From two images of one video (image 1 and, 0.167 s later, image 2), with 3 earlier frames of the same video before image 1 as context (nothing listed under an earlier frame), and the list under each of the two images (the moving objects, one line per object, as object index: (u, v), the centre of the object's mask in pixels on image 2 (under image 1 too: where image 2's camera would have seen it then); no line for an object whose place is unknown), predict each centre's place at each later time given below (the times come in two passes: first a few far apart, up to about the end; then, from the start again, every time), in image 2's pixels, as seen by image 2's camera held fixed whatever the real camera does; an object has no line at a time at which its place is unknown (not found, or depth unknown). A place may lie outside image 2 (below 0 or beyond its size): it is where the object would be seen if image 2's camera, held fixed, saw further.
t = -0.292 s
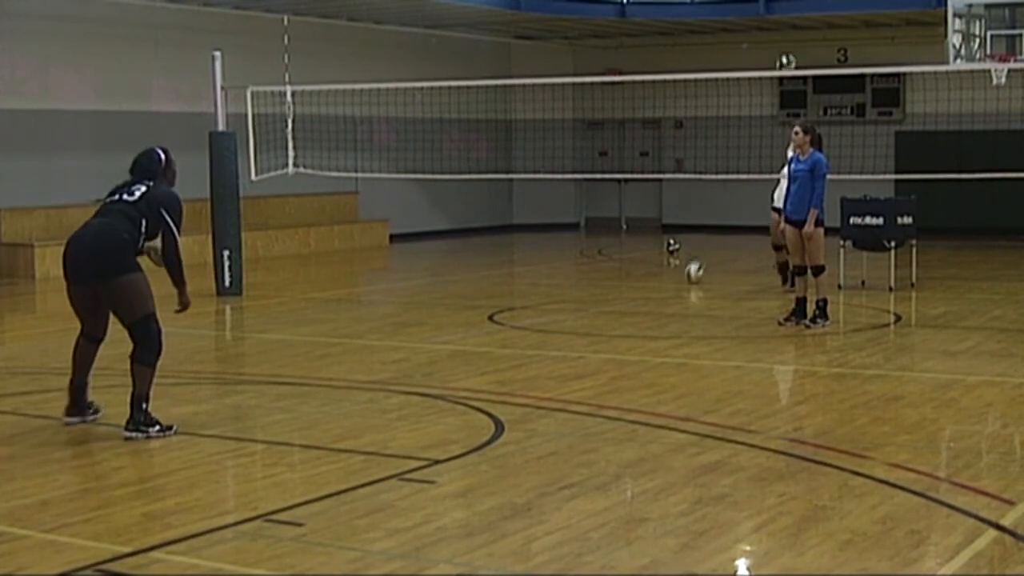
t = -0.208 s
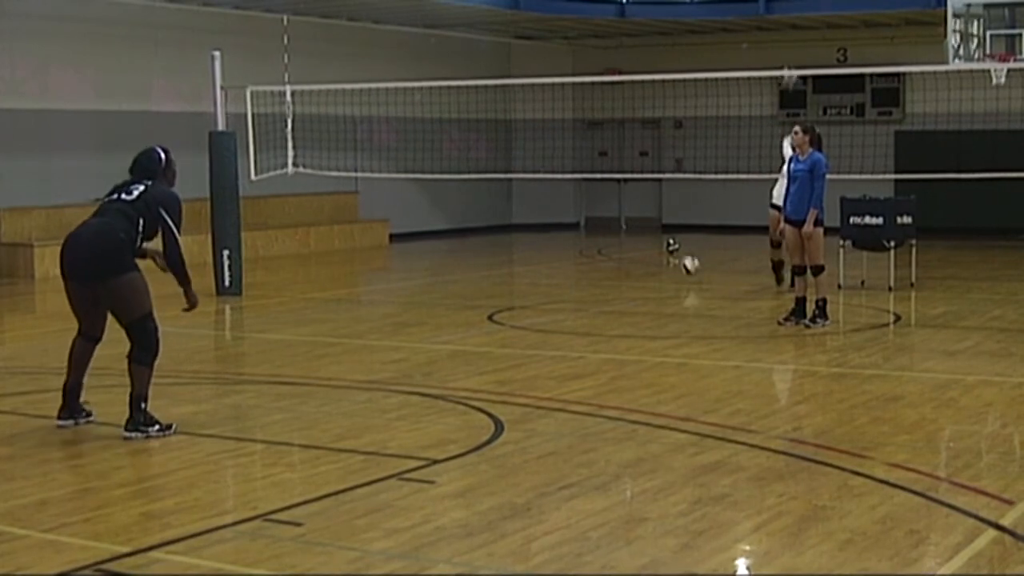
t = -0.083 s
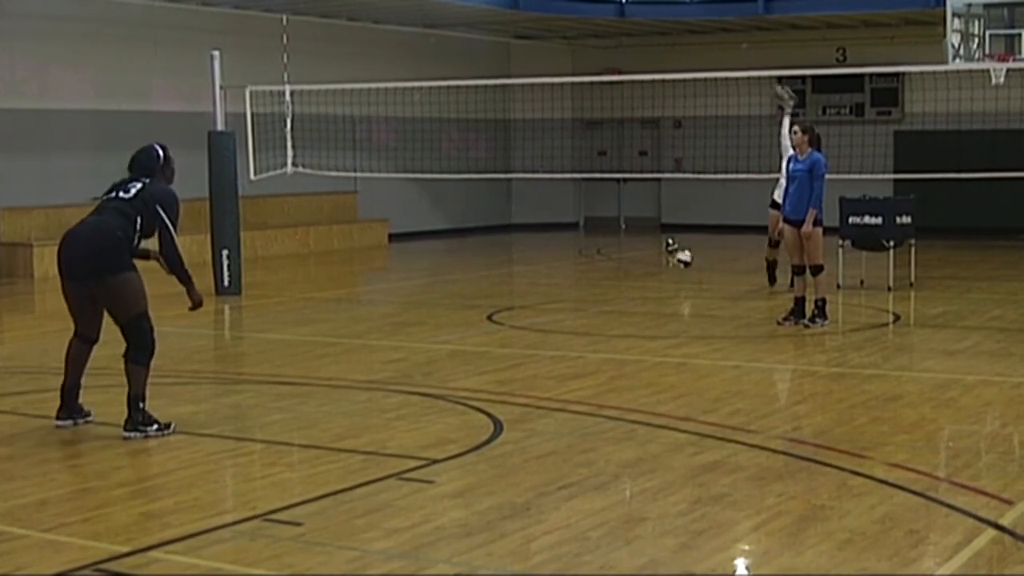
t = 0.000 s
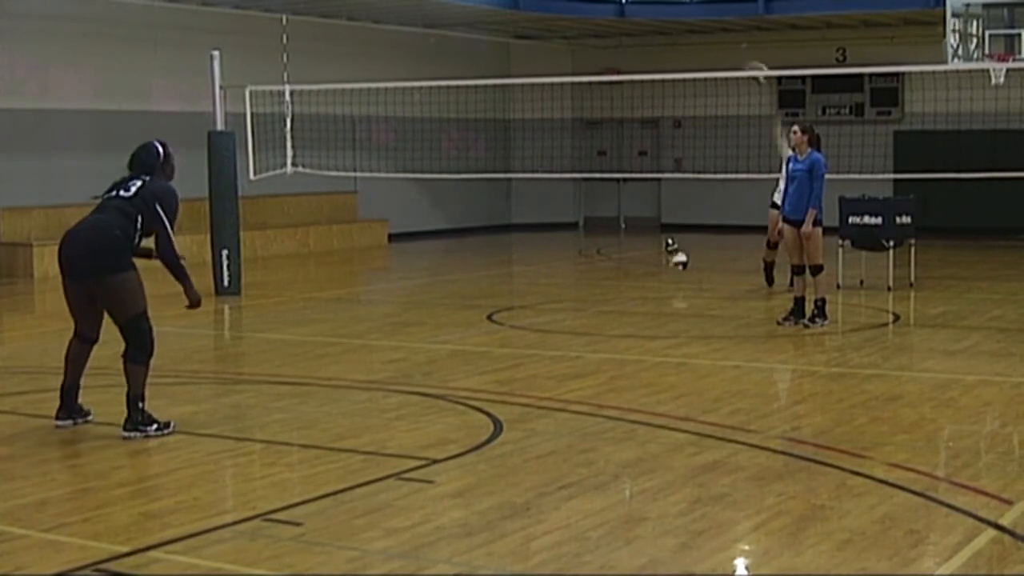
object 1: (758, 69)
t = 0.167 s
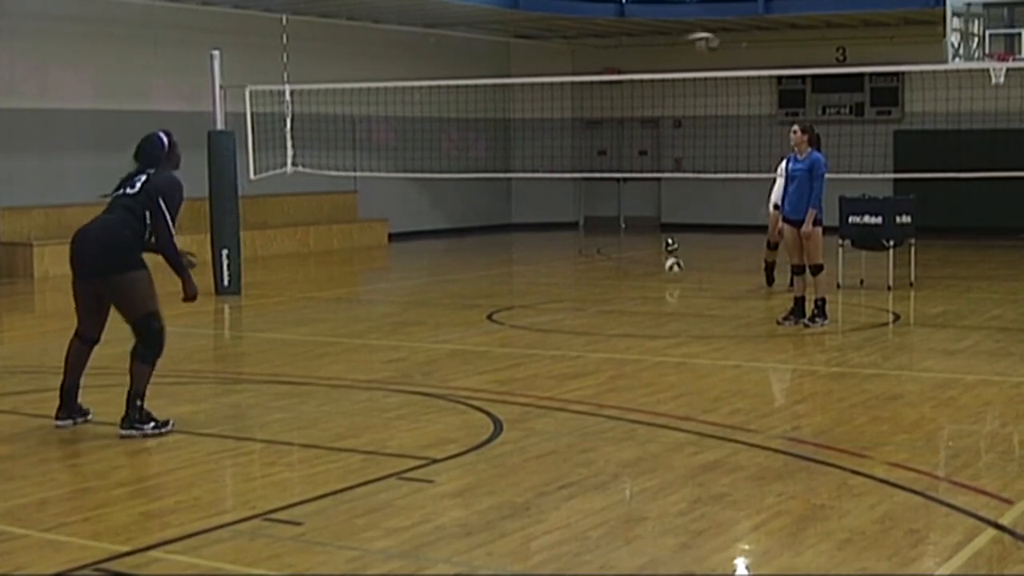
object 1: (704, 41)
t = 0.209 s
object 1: (687, 35)
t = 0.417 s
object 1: (600, 49)
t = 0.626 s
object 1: (489, 125)
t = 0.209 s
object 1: (687, 35)
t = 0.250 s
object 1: (672, 35)
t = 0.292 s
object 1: (654, 34)
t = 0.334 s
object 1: (637, 38)
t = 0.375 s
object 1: (618, 42)
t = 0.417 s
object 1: (600, 49)
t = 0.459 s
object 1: (581, 58)
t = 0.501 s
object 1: (559, 71)
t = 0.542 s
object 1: (534, 86)
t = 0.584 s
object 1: (514, 105)
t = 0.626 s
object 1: (489, 125)
